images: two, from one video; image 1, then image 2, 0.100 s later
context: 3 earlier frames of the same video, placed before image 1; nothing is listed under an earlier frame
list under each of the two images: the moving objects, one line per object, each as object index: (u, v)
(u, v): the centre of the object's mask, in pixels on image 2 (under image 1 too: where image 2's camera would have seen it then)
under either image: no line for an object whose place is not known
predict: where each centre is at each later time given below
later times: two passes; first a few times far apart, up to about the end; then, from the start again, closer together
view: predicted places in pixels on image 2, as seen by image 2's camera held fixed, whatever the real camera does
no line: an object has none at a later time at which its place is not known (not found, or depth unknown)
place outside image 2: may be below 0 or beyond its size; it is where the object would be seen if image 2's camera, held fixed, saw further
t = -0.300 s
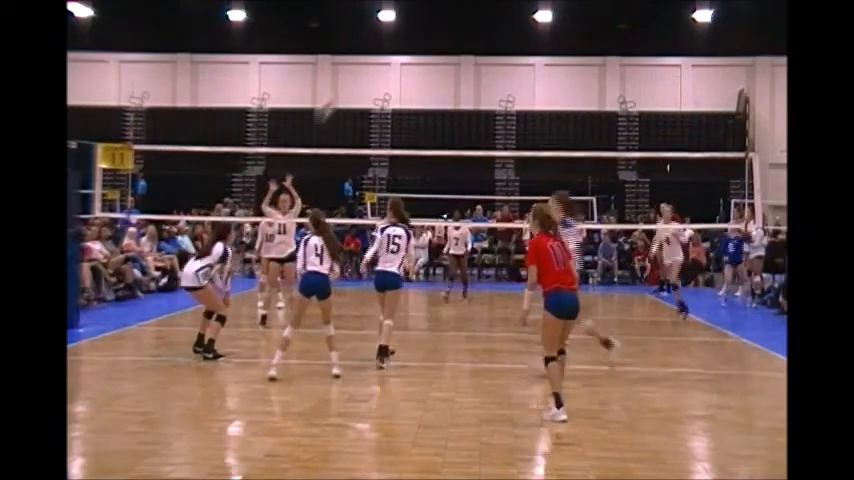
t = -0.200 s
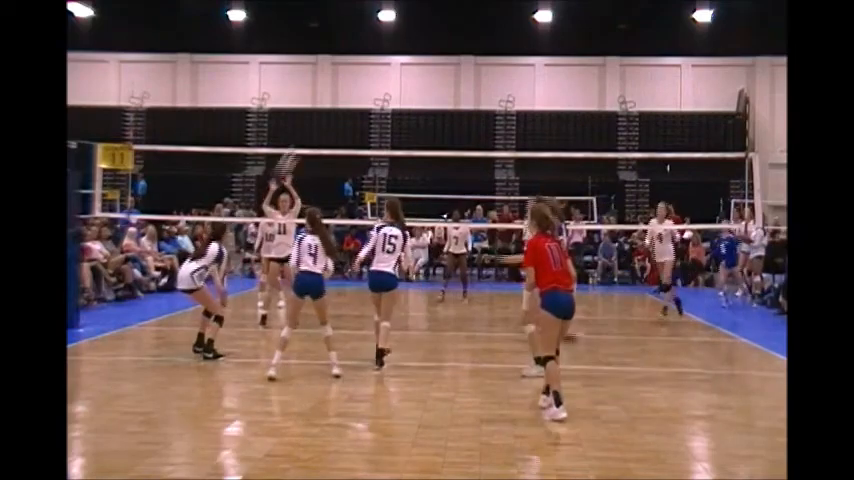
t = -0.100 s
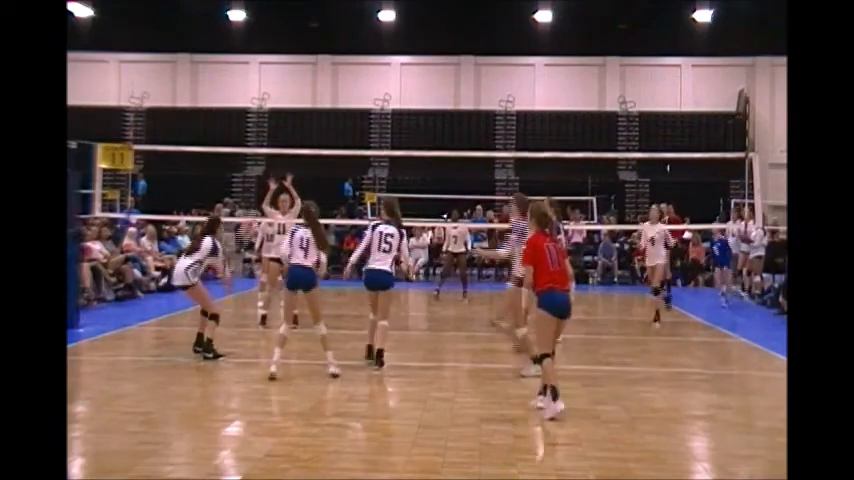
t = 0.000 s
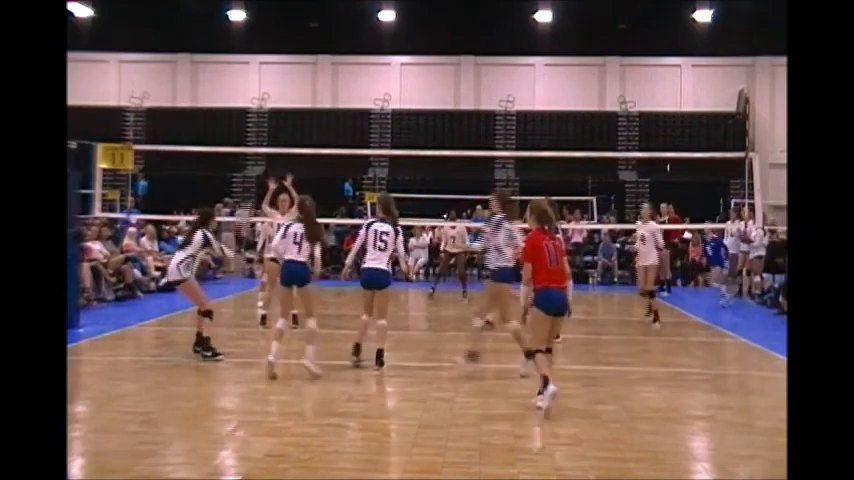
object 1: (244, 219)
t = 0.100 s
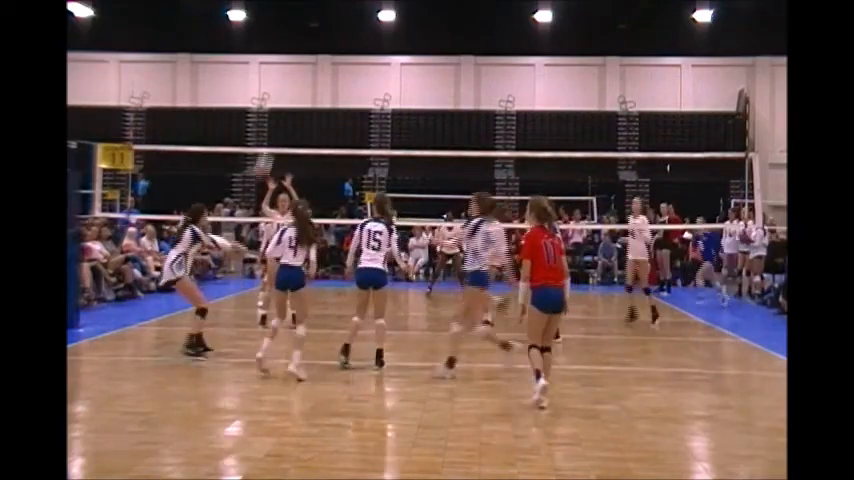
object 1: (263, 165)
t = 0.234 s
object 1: (287, 111)
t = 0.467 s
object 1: (330, 49)
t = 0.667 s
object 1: (363, 41)
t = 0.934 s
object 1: (405, 82)
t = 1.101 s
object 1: (429, 135)
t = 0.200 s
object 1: (282, 121)
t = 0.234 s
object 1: (287, 111)
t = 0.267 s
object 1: (295, 96)
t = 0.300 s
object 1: (300, 85)
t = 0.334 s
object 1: (306, 75)
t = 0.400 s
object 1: (319, 60)
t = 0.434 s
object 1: (324, 53)
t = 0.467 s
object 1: (330, 49)
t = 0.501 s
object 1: (336, 45)
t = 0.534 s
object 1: (342, 42)
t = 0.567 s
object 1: (347, 41)
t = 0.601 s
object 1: (352, 40)
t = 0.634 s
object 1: (357, 40)
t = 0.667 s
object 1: (363, 41)
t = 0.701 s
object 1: (368, 43)
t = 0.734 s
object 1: (373, 45)
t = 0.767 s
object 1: (378, 48)
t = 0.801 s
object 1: (384, 53)
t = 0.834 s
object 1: (389, 59)
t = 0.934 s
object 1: (405, 82)
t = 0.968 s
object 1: (409, 92)
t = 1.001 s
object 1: (414, 101)
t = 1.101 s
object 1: (429, 135)
